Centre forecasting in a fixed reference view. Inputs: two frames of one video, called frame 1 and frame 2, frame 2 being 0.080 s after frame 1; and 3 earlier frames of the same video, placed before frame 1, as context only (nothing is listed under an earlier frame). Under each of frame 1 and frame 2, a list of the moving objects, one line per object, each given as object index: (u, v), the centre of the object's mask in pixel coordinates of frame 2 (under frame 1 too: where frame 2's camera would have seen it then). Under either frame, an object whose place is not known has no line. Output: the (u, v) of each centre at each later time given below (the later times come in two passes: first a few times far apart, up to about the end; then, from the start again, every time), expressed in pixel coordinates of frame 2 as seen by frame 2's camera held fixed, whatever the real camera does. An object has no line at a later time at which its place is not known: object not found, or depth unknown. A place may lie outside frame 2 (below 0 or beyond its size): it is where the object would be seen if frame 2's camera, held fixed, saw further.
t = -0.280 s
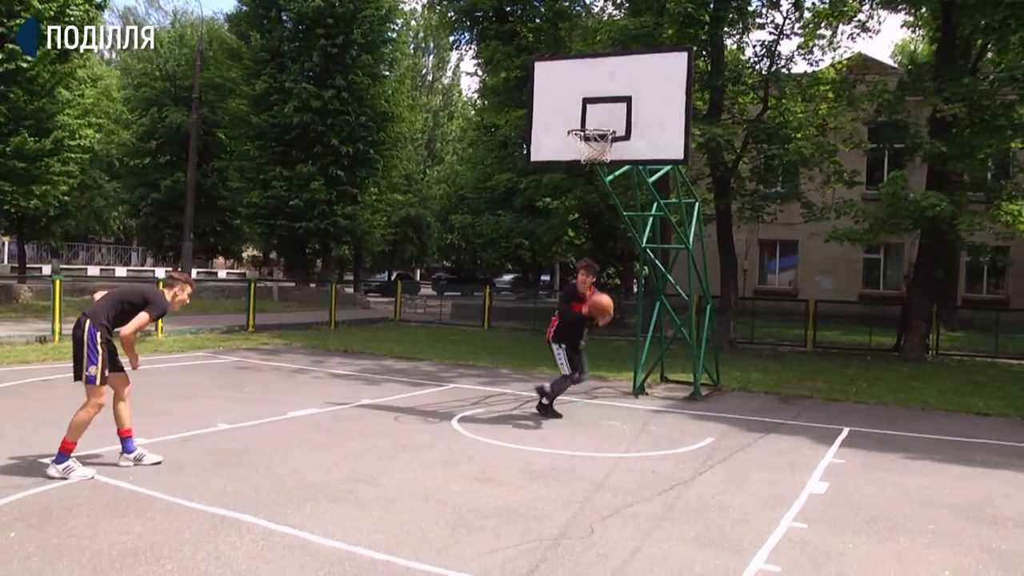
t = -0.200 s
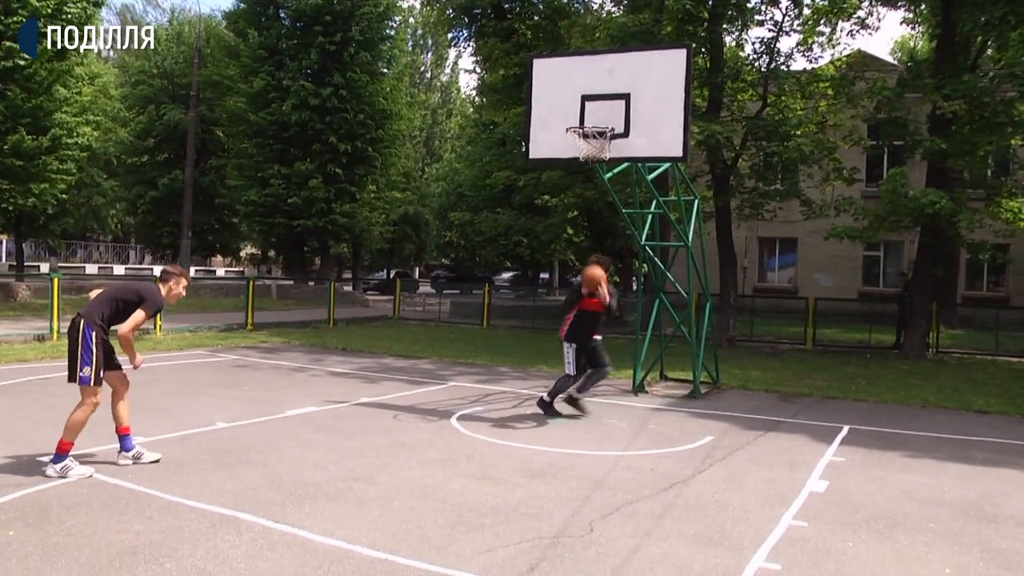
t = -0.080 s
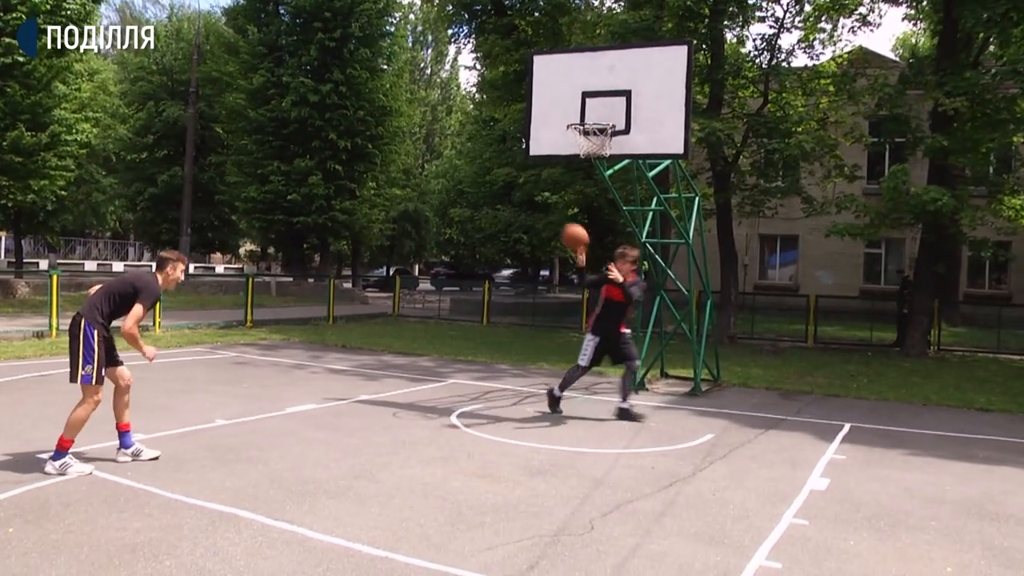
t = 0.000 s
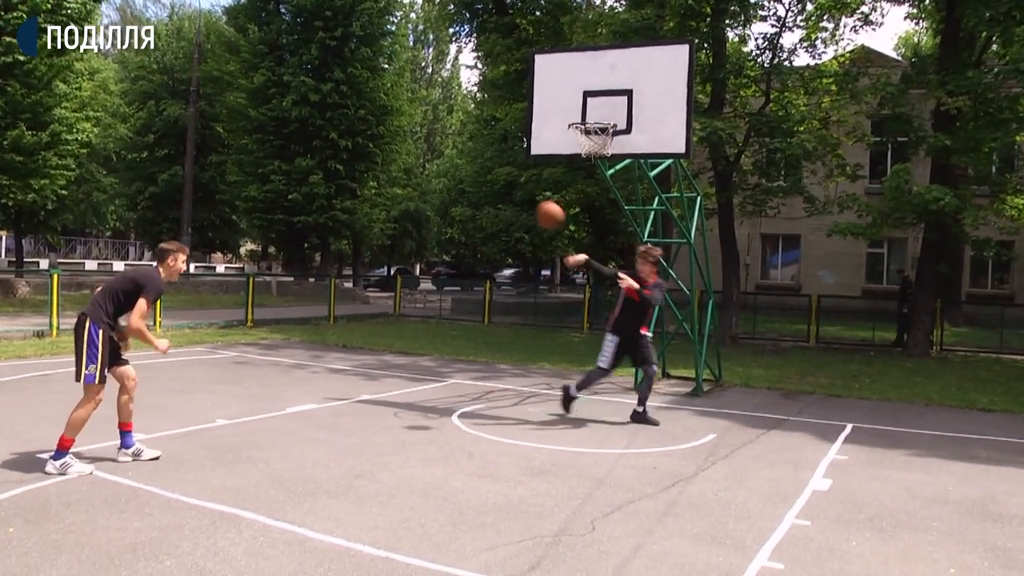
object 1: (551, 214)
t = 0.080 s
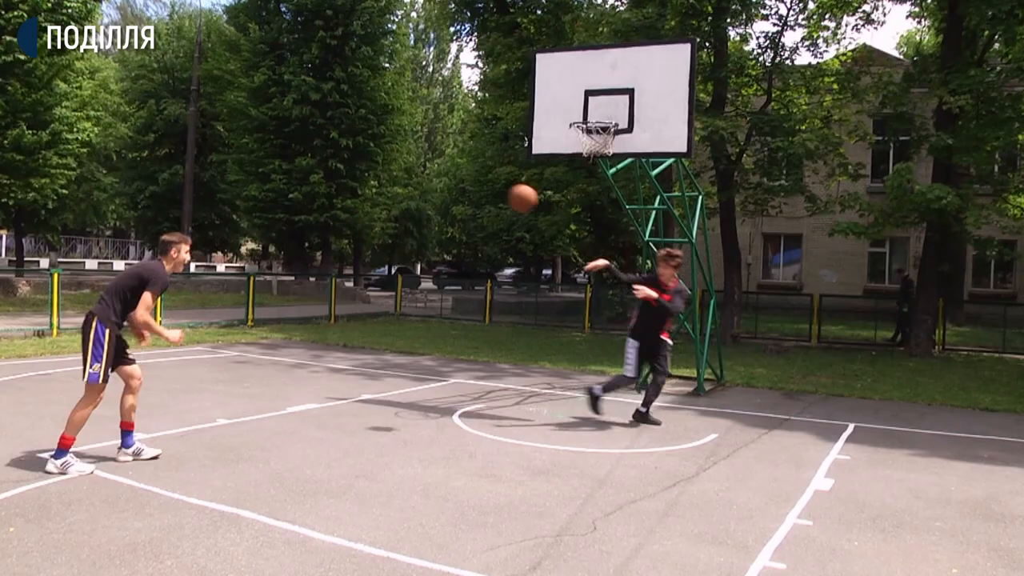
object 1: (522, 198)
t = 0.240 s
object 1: (462, 185)
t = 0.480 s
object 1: (360, 222)
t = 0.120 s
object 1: (508, 192)
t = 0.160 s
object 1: (493, 188)
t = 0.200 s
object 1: (478, 186)
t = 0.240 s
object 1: (462, 185)
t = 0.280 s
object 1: (447, 186)
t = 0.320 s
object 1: (431, 189)
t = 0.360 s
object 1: (414, 194)
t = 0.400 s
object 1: (397, 201)
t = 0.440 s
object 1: (378, 209)
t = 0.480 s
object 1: (360, 222)
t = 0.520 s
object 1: (342, 235)
